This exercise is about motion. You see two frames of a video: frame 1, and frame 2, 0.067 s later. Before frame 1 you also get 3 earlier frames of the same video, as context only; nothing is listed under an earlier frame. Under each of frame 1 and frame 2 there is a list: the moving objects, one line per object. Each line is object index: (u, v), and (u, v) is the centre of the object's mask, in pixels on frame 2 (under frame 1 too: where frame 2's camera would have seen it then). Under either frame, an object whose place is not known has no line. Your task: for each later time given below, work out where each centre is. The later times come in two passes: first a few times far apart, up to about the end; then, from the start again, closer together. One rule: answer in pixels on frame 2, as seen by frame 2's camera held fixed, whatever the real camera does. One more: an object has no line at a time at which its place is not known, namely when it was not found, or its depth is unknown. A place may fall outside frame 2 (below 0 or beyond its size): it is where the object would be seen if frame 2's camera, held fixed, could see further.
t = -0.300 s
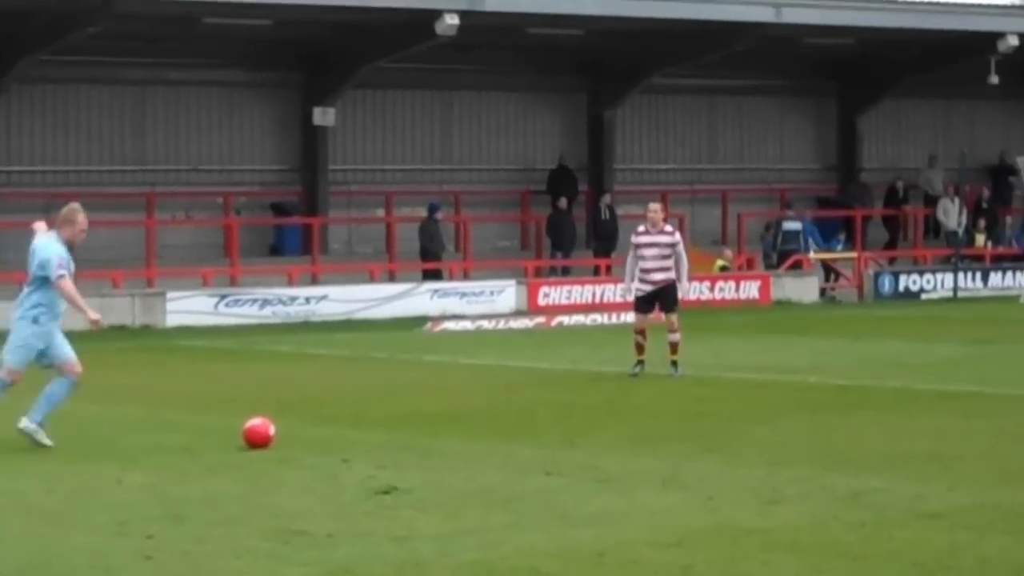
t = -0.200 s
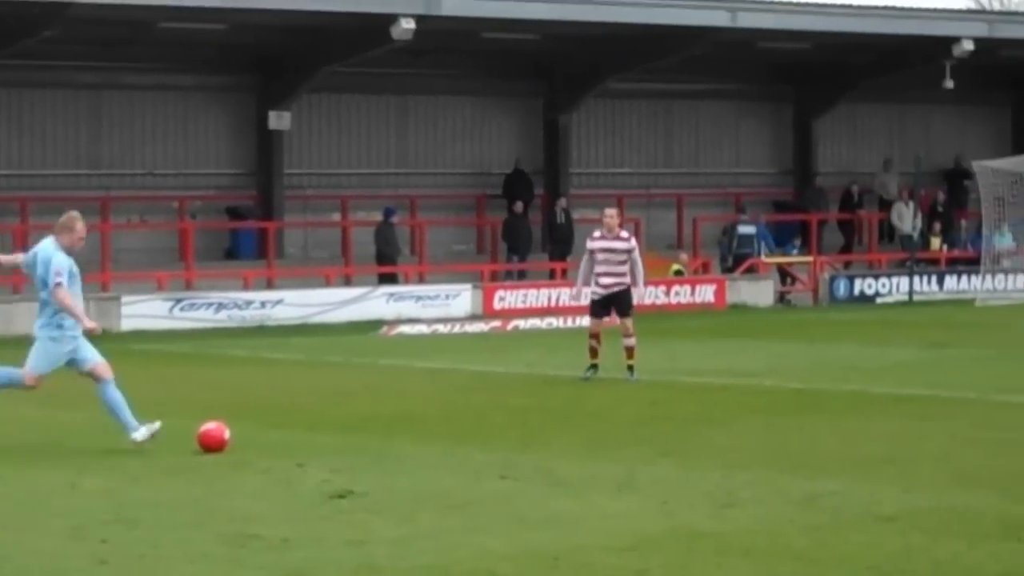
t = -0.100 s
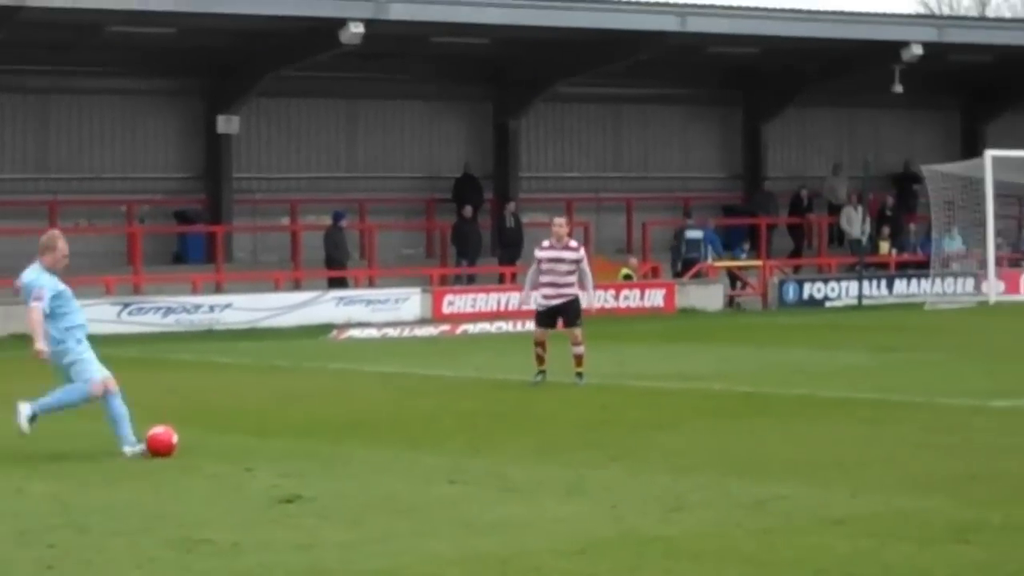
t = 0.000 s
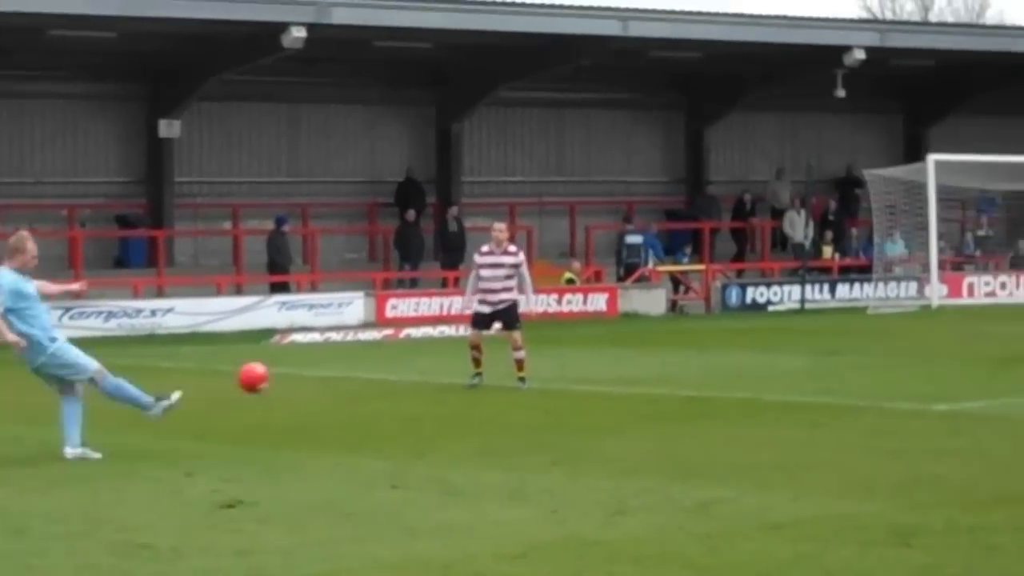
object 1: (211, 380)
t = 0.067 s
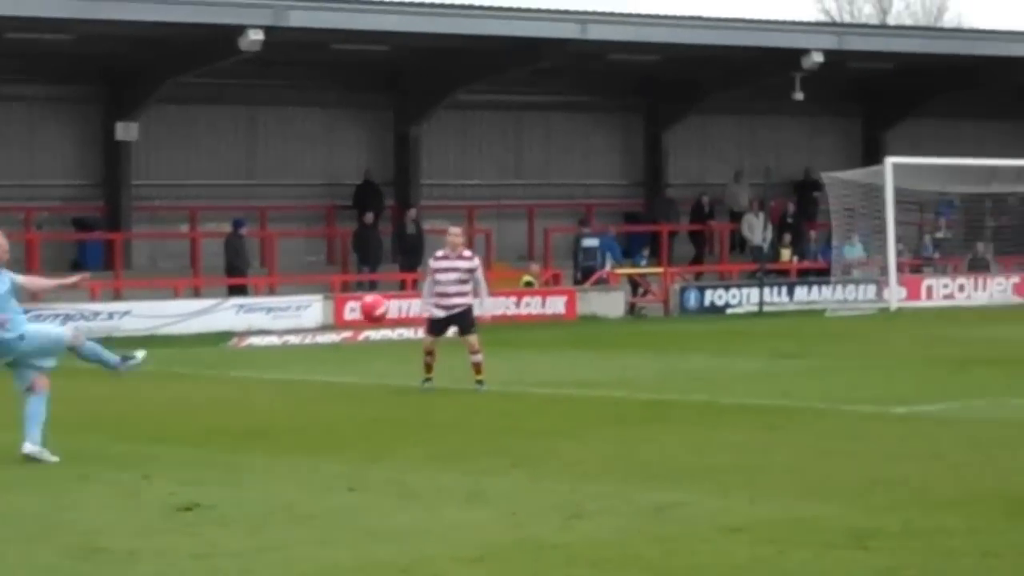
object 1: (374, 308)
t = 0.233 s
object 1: (676, 182)
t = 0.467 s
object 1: (944, 94)
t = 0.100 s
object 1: (444, 279)
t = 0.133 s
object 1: (509, 249)
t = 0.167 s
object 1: (569, 224)
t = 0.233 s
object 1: (676, 182)
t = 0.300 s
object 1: (767, 148)
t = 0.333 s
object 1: (808, 133)
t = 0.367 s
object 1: (846, 121)
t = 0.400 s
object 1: (881, 111)
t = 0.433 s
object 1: (914, 101)
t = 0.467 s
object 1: (944, 94)
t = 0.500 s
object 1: (973, 87)
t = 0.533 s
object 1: (999, 82)
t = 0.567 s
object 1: (1022, 77)
